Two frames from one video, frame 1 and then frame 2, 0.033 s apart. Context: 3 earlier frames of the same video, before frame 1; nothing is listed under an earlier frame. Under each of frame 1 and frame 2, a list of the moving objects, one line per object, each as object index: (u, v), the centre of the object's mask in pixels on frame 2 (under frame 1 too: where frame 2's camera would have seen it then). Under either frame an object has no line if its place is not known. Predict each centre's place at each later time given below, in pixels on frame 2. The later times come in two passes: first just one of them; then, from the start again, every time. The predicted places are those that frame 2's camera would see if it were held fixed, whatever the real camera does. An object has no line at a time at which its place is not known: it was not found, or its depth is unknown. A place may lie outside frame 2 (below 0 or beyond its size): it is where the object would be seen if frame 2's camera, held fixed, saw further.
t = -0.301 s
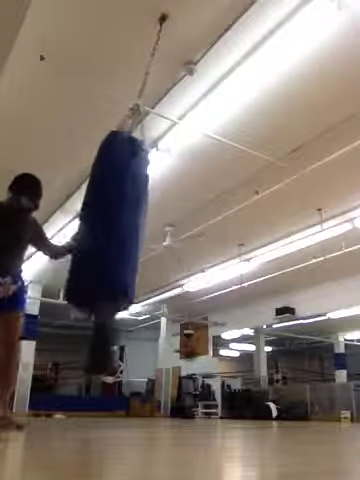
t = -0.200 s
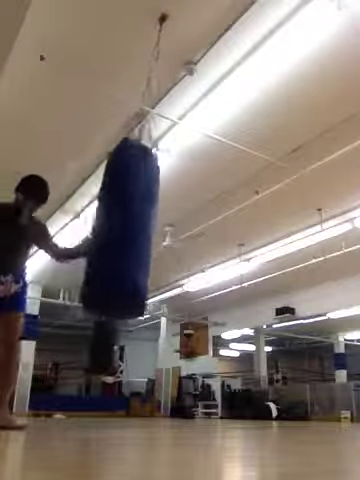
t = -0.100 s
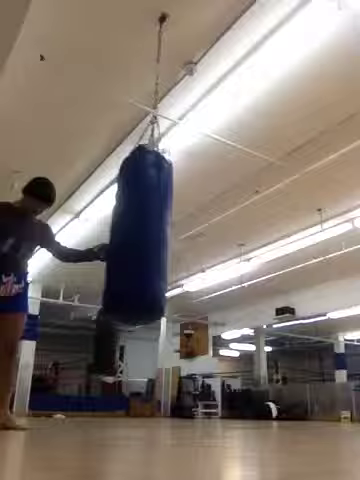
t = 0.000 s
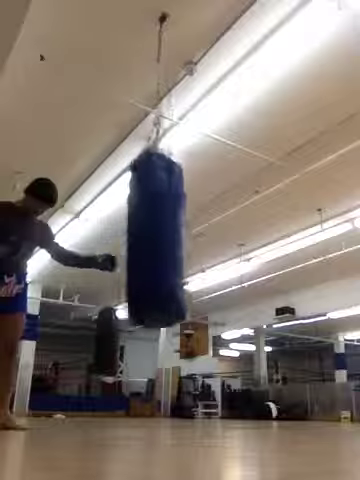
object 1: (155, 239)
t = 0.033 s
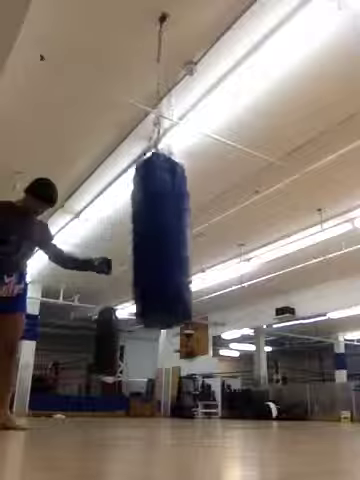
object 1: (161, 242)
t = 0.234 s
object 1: (188, 245)
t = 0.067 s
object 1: (165, 243)
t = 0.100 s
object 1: (170, 243)
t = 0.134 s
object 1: (175, 243)
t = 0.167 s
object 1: (179, 244)
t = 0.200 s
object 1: (184, 244)
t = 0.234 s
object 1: (188, 245)
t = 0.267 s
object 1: (192, 244)
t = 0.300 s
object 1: (195, 243)
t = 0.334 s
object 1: (198, 245)
